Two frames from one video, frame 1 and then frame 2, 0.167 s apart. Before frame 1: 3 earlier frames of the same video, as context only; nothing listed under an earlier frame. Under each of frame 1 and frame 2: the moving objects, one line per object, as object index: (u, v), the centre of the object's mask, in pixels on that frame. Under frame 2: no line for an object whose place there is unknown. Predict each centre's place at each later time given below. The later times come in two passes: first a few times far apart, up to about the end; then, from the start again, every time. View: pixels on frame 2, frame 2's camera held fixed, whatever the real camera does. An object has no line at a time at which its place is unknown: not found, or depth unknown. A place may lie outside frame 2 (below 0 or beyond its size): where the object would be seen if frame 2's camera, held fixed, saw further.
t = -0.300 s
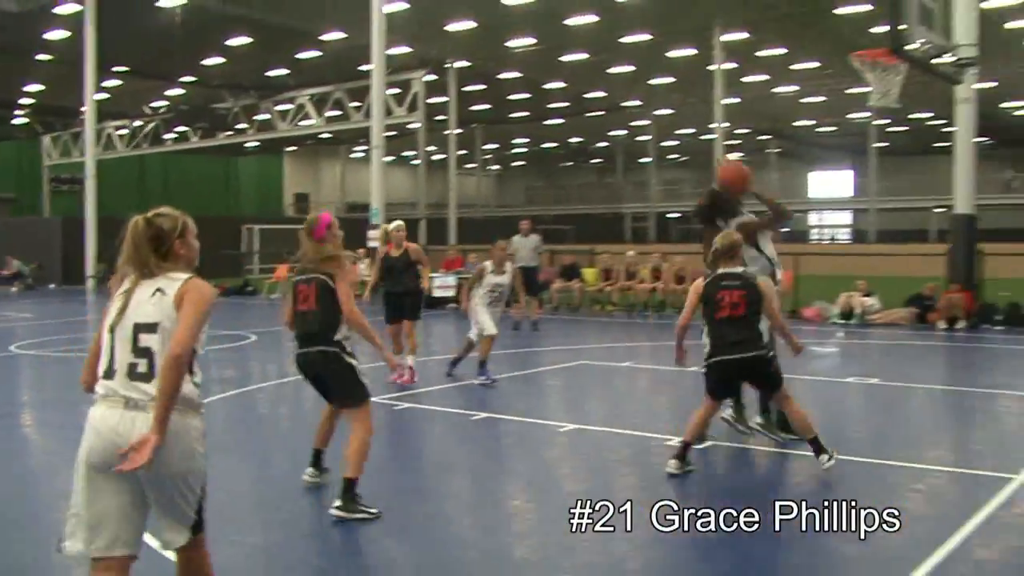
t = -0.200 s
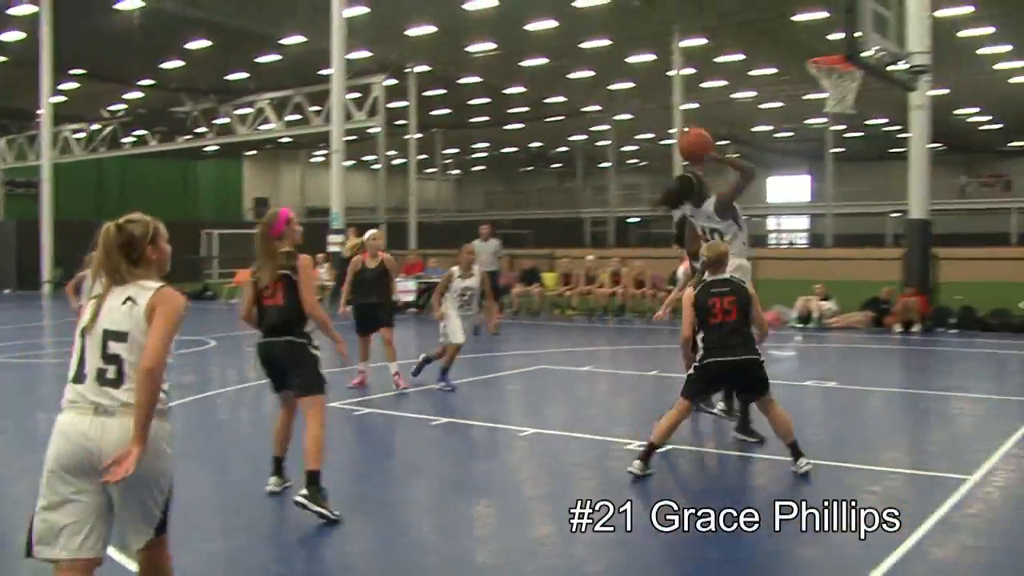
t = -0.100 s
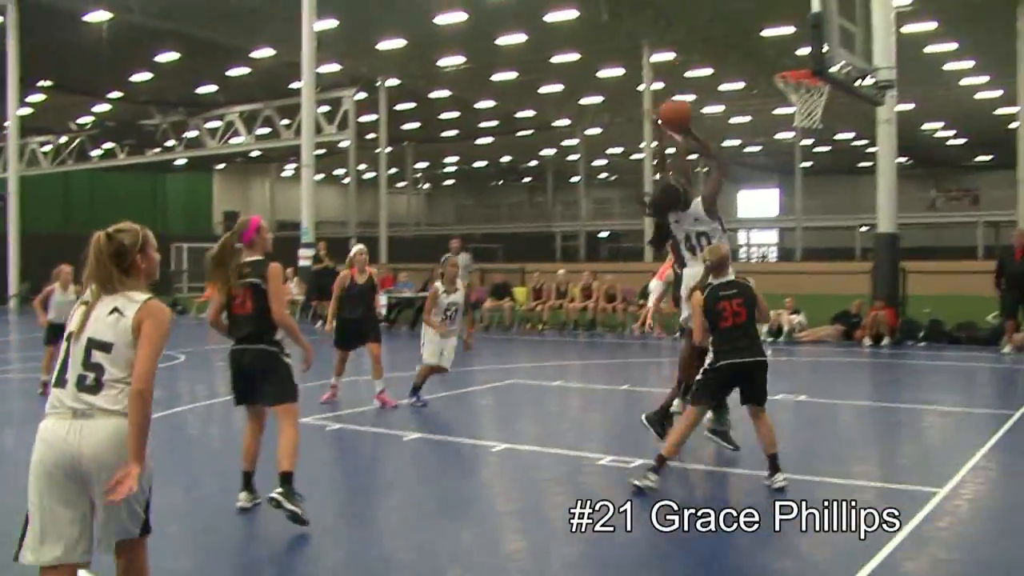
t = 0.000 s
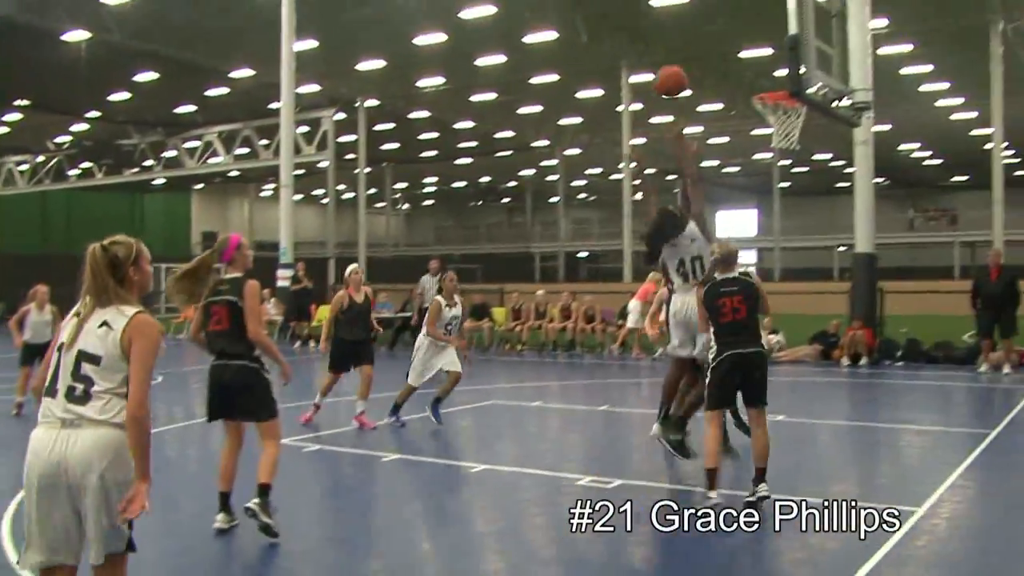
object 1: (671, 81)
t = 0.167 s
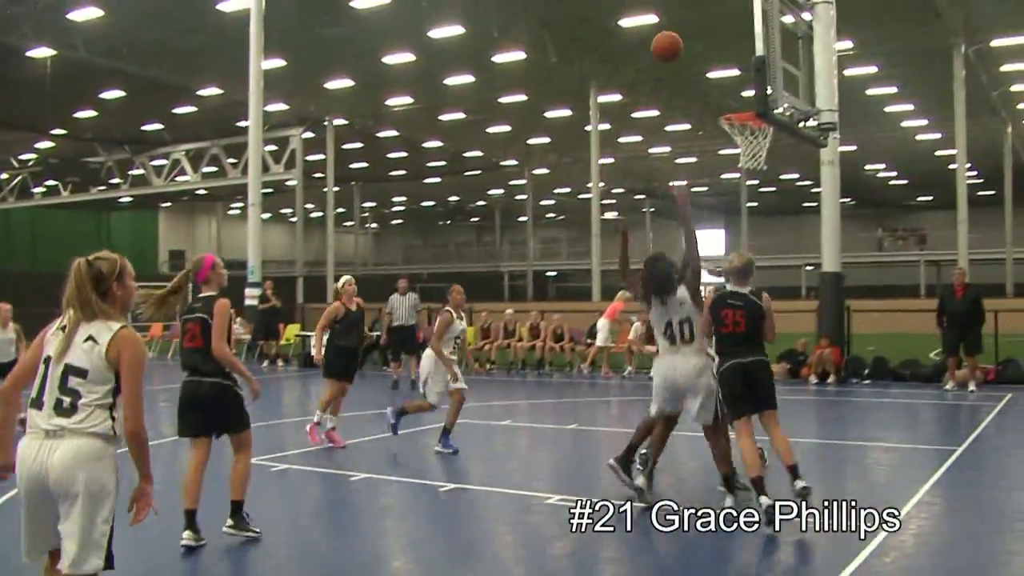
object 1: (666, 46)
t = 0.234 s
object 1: (677, 36)
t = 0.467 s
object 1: (711, 41)
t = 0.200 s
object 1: (671, 41)
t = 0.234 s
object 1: (677, 36)
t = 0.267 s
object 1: (681, 33)
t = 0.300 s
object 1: (686, 31)
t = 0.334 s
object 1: (690, 31)
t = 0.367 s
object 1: (696, 31)
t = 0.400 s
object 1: (701, 34)
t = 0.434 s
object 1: (706, 37)
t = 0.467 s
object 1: (711, 41)
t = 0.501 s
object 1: (716, 47)
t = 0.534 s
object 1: (721, 54)
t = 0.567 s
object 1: (726, 63)
